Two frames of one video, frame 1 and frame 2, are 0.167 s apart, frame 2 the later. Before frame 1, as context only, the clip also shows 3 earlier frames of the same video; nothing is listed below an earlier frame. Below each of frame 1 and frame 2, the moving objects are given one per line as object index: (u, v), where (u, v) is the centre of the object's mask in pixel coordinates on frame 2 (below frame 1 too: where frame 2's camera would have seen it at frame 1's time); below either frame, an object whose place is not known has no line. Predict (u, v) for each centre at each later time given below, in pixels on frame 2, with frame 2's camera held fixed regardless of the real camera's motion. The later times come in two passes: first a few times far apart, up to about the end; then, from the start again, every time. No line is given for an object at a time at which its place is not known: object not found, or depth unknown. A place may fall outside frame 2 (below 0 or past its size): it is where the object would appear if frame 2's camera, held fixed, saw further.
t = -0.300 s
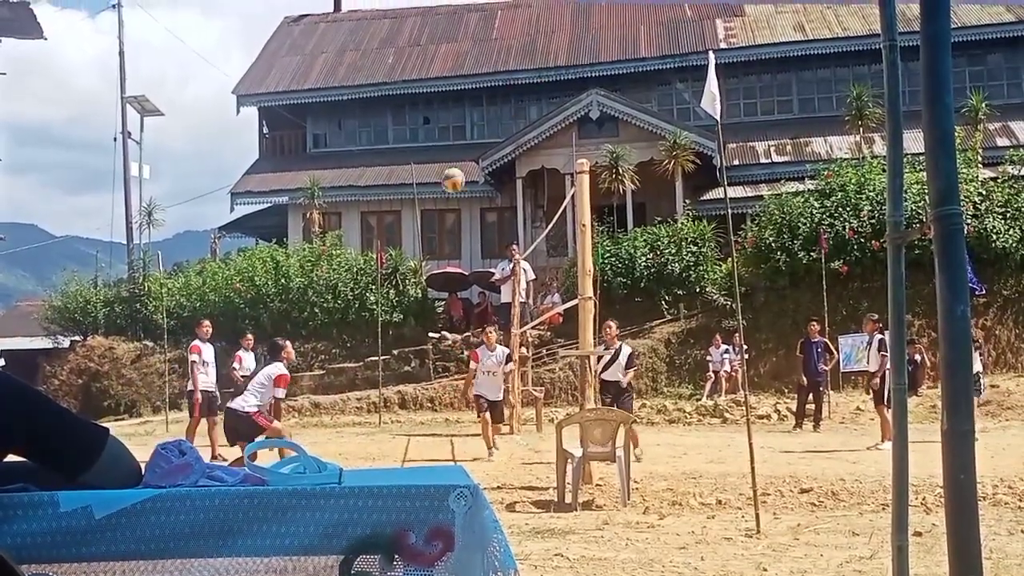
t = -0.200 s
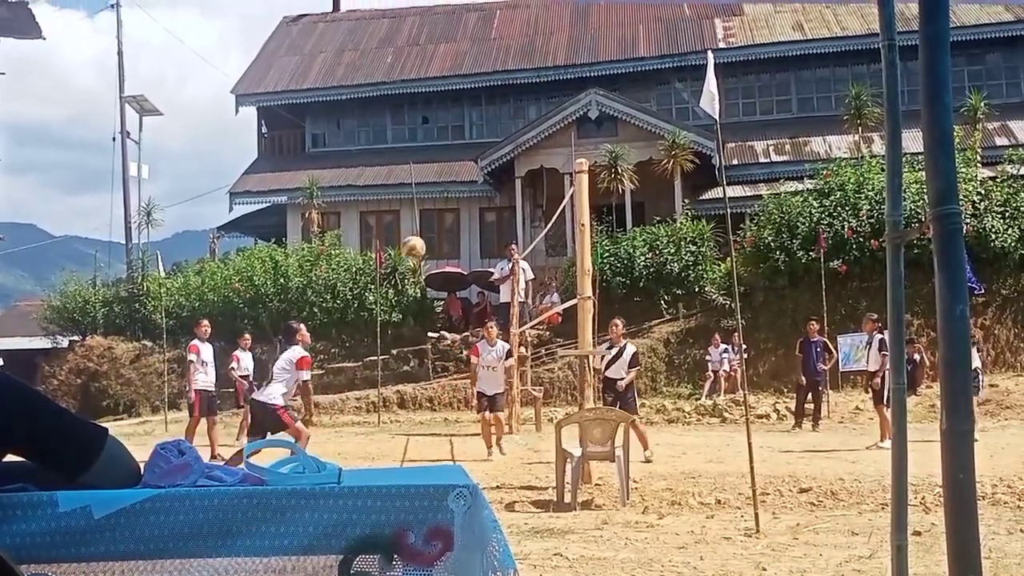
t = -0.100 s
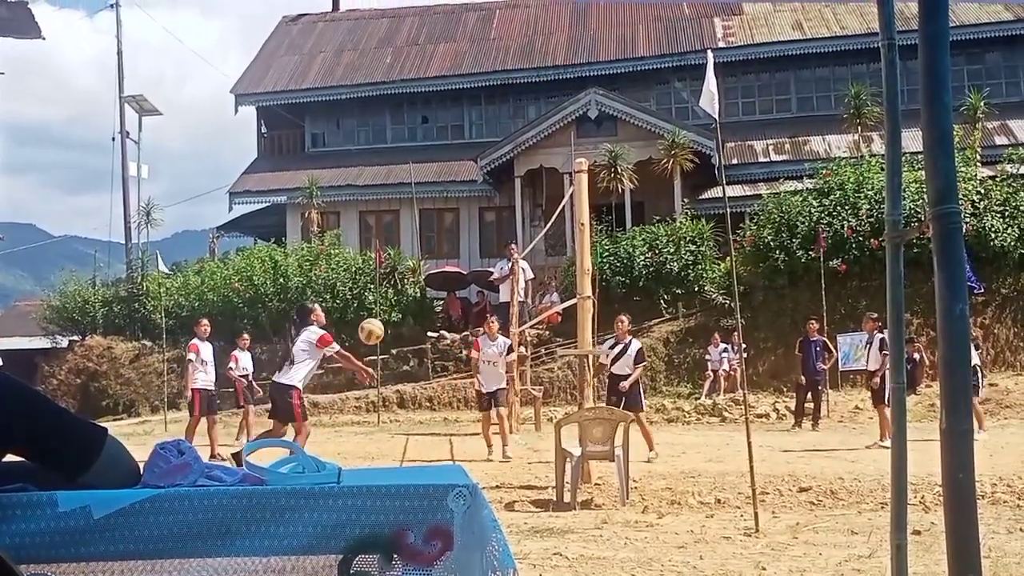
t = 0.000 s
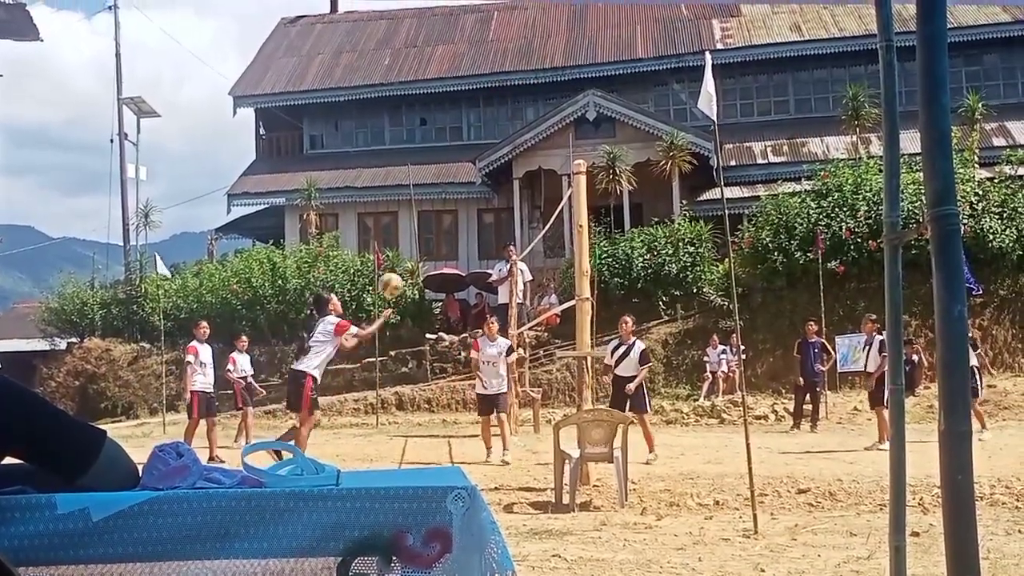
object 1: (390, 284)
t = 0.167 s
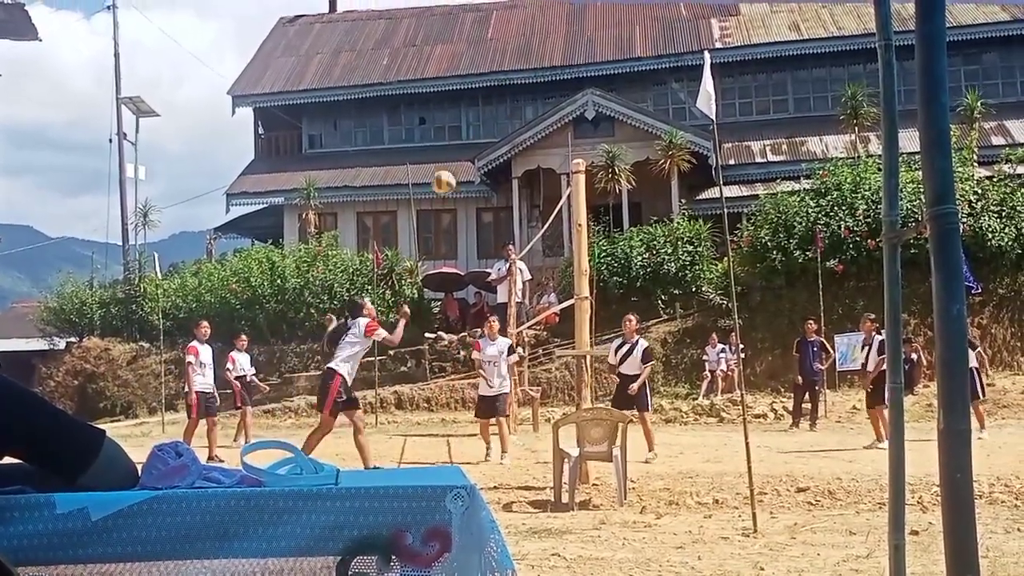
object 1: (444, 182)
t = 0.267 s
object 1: (474, 140)
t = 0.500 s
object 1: (543, 87)
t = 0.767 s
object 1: (620, 100)
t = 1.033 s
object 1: (692, 187)
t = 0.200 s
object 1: (453, 166)
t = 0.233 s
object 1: (464, 152)
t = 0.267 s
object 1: (474, 140)
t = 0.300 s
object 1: (484, 128)
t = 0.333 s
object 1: (494, 118)
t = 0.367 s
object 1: (504, 109)
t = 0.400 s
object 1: (514, 102)
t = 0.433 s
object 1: (524, 96)
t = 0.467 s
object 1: (534, 91)
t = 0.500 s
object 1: (543, 87)
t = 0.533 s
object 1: (553, 85)
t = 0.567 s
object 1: (563, 84)
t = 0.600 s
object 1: (572, 83)
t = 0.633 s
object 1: (582, 84)
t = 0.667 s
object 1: (591, 87)
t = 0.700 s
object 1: (601, 90)
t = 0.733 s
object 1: (611, 95)
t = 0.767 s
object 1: (620, 100)
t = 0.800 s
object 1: (629, 108)
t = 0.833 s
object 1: (638, 116)
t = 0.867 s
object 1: (647, 126)
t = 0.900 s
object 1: (656, 136)
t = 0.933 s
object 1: (665, 147)
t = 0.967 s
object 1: (674, 159)
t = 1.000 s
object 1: (684, 173)
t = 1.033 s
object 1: (692, 187)
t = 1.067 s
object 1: (700, 203)
